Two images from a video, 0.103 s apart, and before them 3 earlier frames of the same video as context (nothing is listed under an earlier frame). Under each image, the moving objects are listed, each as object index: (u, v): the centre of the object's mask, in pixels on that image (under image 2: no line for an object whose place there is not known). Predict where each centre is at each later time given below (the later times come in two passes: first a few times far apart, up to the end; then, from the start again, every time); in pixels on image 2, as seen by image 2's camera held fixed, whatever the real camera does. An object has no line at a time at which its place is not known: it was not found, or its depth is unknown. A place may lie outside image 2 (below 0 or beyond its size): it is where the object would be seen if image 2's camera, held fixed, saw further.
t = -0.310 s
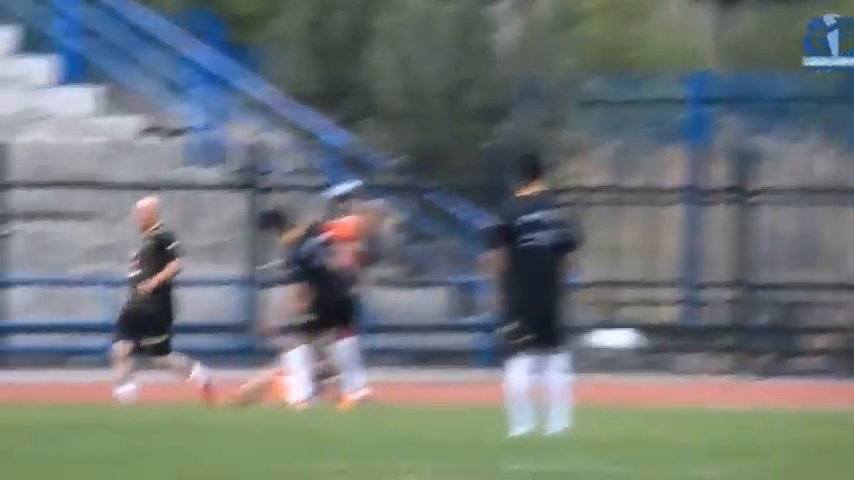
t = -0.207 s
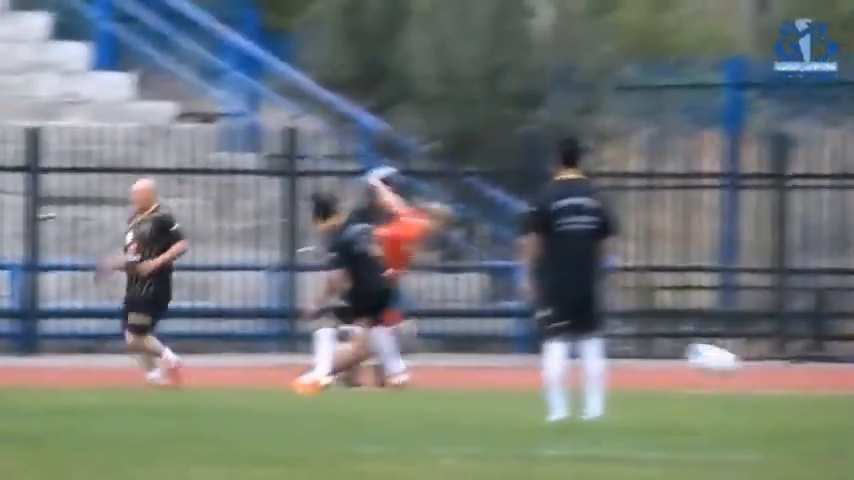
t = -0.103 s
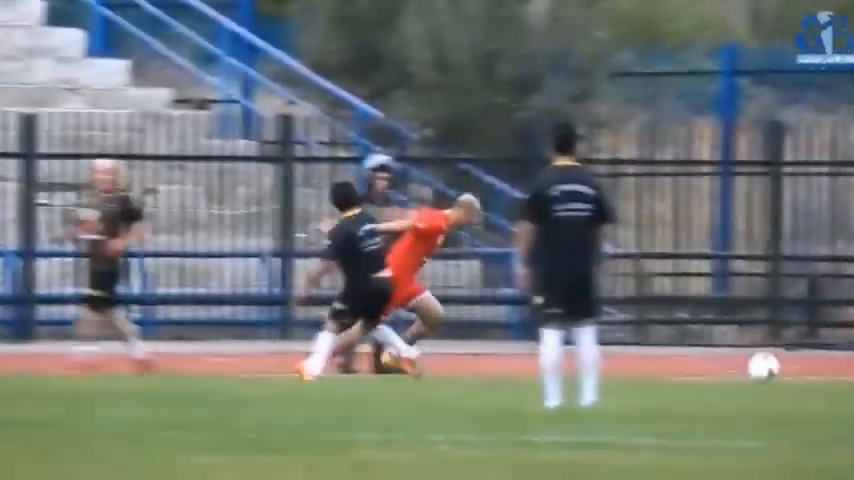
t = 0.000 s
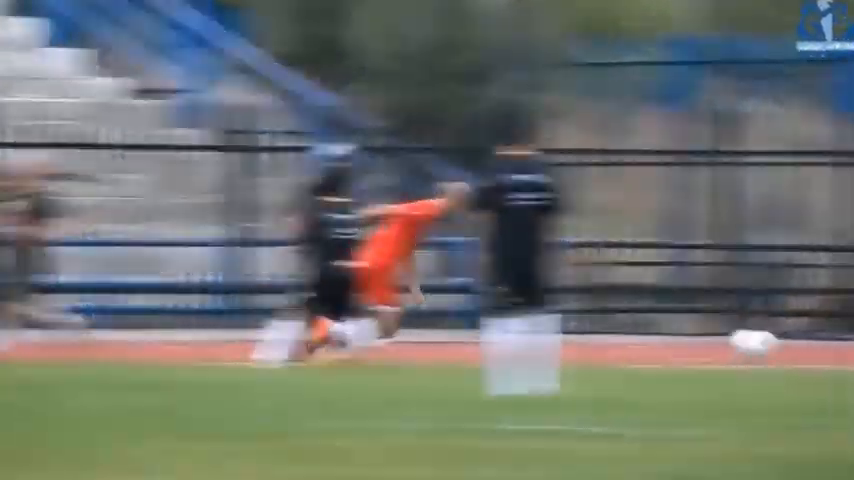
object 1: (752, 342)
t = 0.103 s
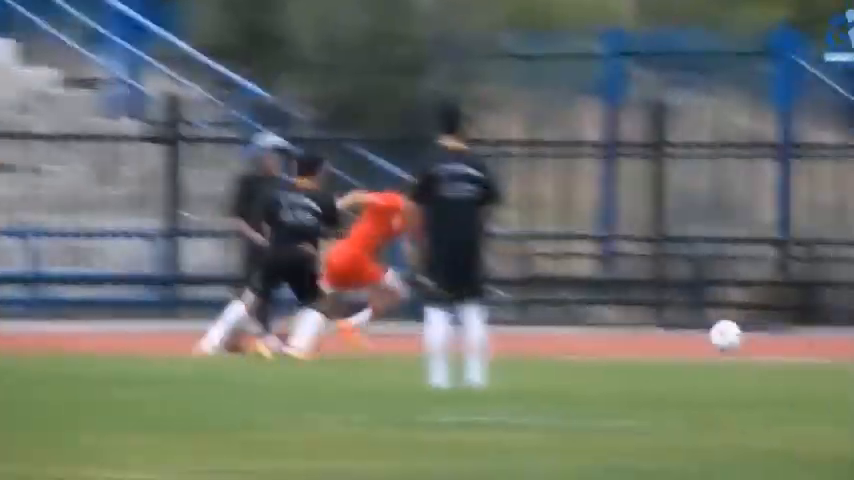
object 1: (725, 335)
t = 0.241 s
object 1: (776, 352)
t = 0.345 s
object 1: (805, 349)
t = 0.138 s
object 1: (739, 338)
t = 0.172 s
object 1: (751, 343)
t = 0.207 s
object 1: (764, 348)
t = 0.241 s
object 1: (776, 352)
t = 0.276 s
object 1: (786, 351)
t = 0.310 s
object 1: (796, 350)
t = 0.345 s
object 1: (805, 349)
